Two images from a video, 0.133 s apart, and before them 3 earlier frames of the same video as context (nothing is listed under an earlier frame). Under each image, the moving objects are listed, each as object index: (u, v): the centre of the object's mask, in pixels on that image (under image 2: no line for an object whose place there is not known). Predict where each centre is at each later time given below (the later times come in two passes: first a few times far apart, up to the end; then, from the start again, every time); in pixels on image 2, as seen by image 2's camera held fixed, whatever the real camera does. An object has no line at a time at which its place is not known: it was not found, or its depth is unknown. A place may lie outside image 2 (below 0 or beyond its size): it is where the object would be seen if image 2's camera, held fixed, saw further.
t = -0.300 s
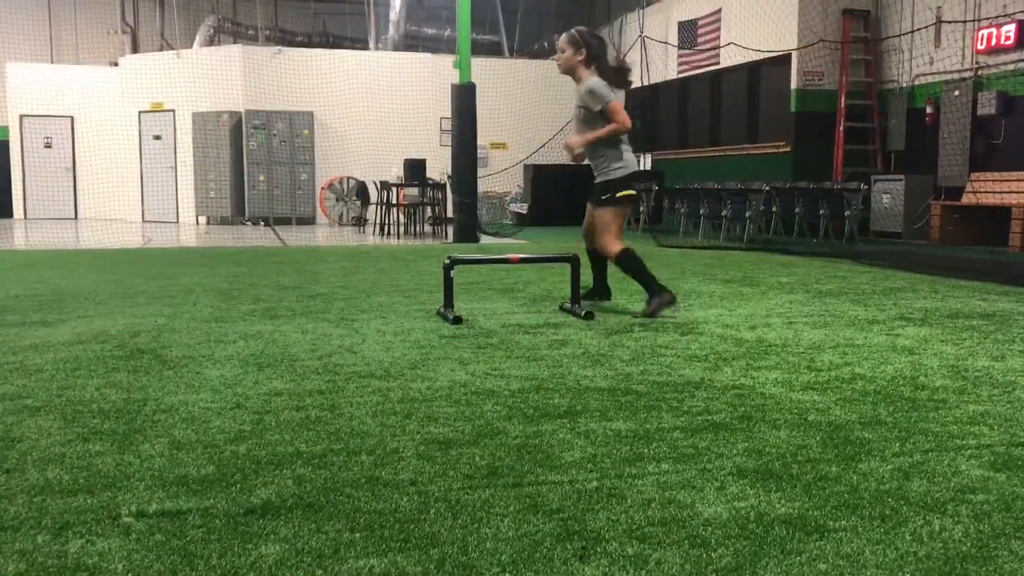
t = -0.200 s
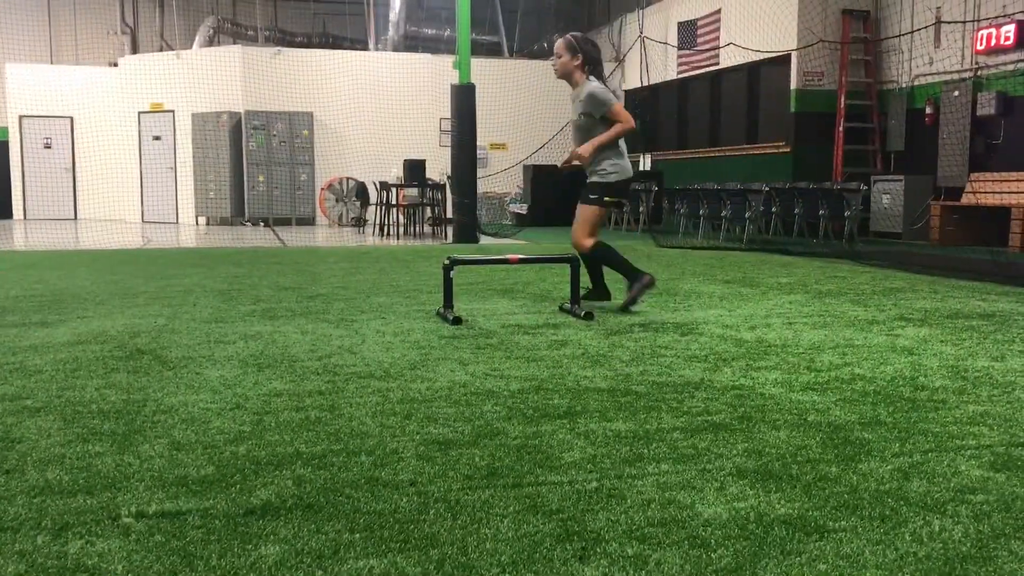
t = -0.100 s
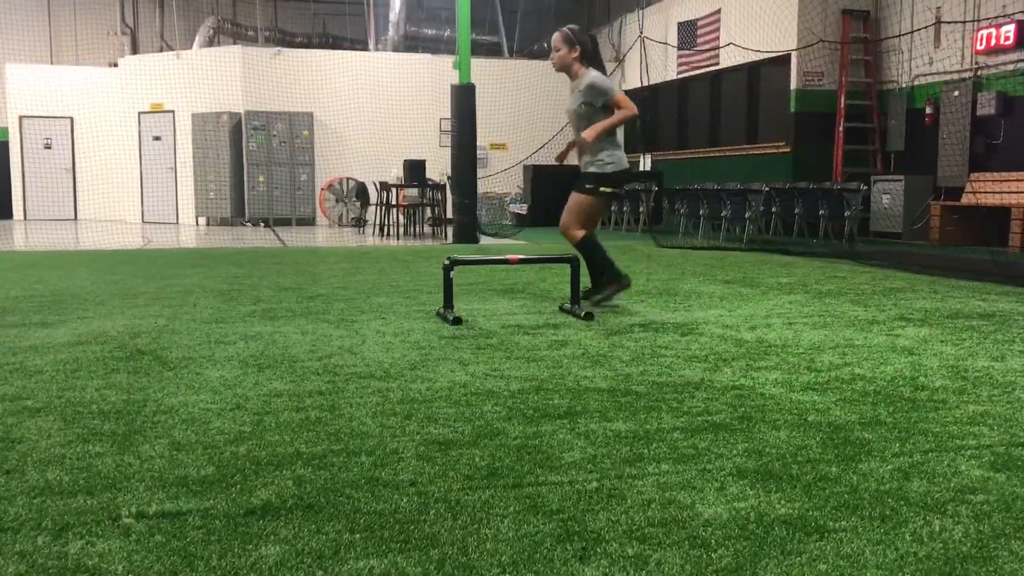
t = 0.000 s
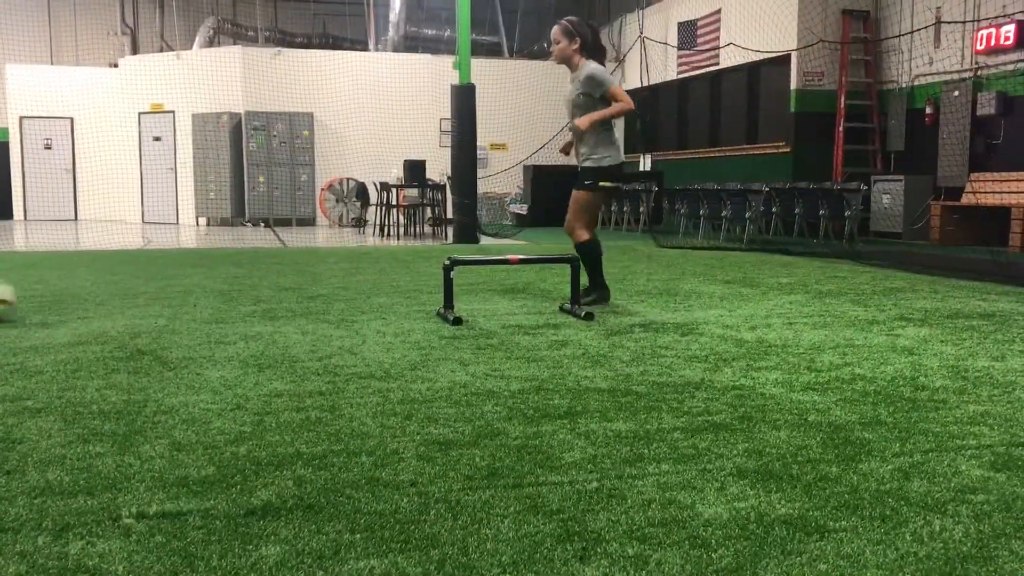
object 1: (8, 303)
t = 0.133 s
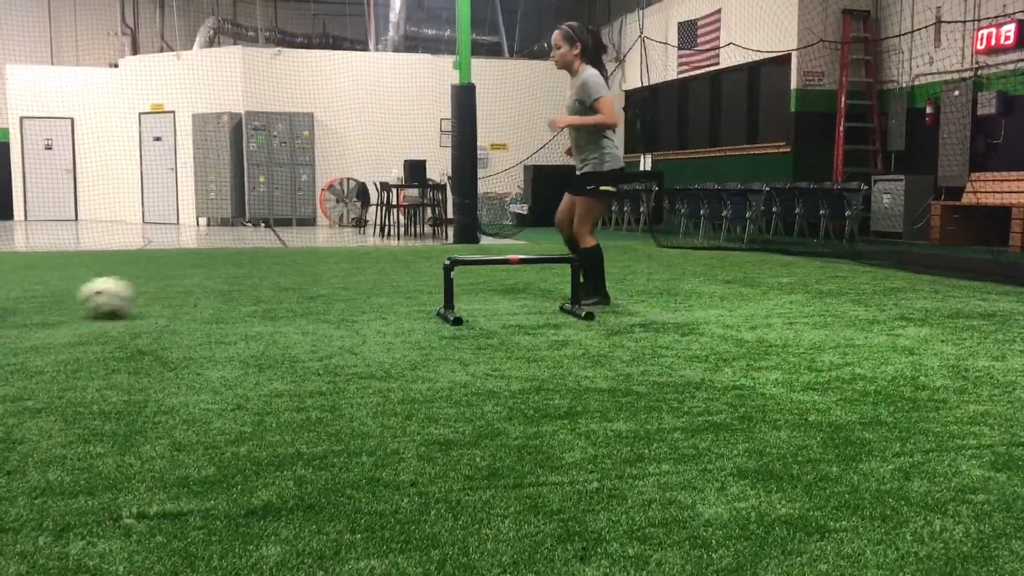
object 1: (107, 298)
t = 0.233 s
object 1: (177, 295)
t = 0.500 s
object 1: (359, 291)
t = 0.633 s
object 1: (430, 287)
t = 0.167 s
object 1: (131, 295)
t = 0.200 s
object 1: (155, 295)
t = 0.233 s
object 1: (177, 295)
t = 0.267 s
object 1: (202, 295)
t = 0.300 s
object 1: (227, 294)
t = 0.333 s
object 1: (250, 293)
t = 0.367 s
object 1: (272, 293)
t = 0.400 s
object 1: (295, 292)
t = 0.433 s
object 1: (315, 292)
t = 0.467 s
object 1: (337, 291)
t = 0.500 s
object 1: (359, 291)
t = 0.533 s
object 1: (378, 289)
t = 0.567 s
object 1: (398, 289)
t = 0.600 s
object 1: (417, 288)
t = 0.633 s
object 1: (430, 287)
